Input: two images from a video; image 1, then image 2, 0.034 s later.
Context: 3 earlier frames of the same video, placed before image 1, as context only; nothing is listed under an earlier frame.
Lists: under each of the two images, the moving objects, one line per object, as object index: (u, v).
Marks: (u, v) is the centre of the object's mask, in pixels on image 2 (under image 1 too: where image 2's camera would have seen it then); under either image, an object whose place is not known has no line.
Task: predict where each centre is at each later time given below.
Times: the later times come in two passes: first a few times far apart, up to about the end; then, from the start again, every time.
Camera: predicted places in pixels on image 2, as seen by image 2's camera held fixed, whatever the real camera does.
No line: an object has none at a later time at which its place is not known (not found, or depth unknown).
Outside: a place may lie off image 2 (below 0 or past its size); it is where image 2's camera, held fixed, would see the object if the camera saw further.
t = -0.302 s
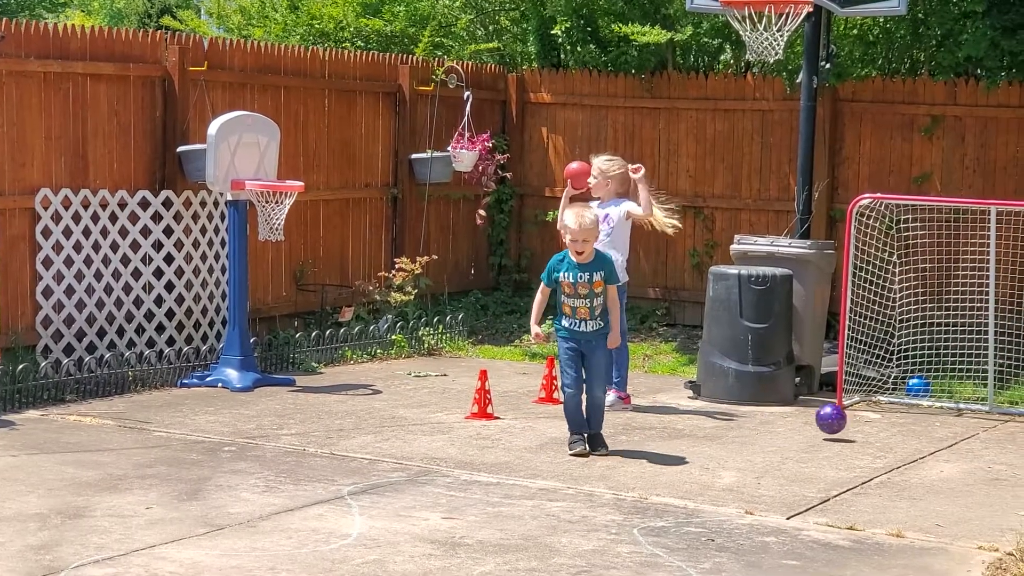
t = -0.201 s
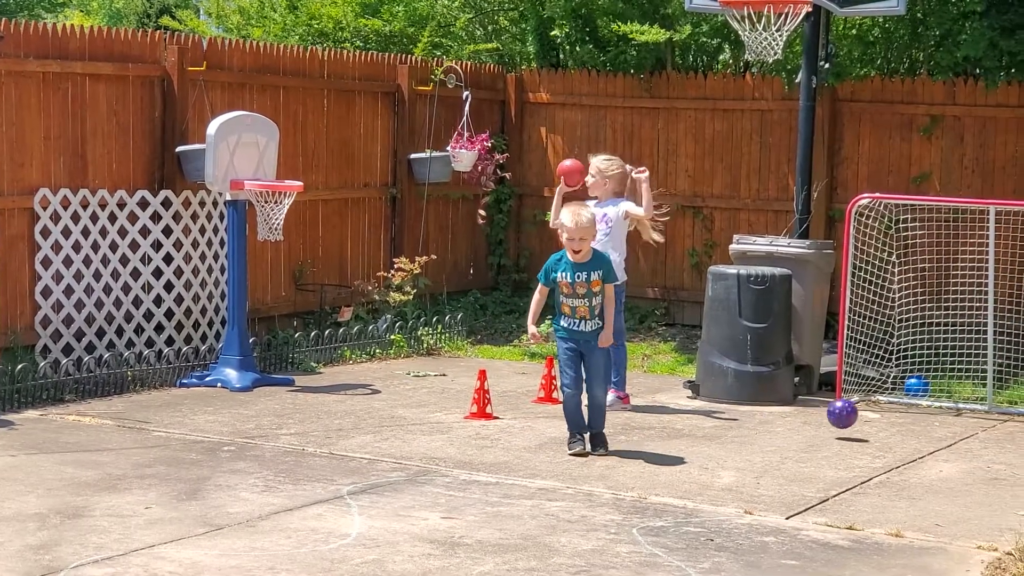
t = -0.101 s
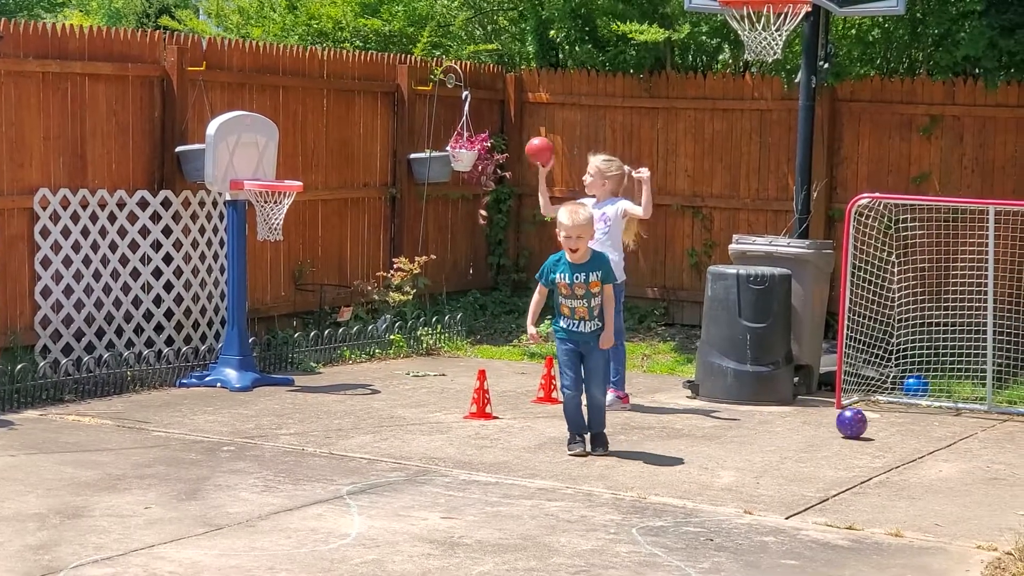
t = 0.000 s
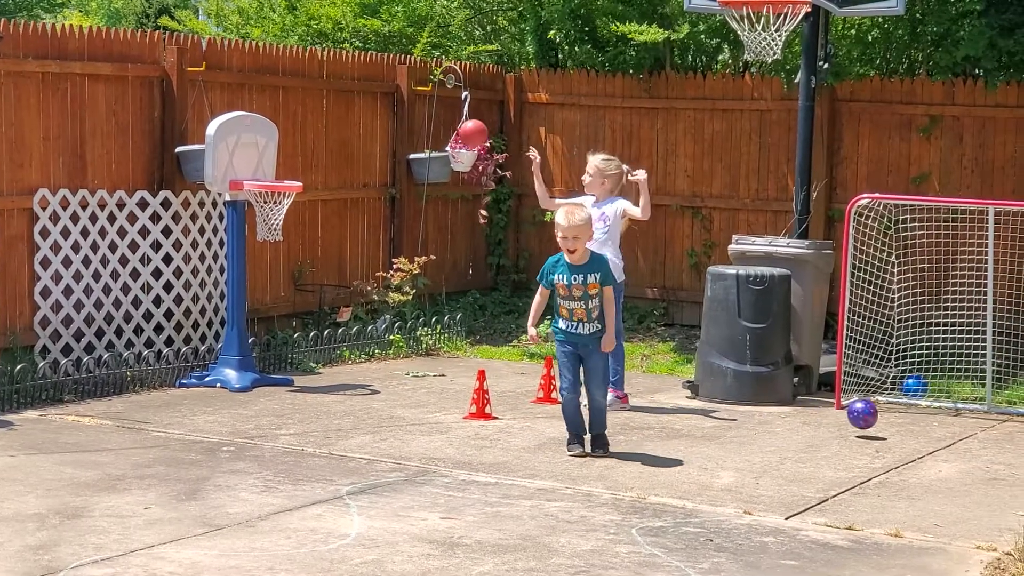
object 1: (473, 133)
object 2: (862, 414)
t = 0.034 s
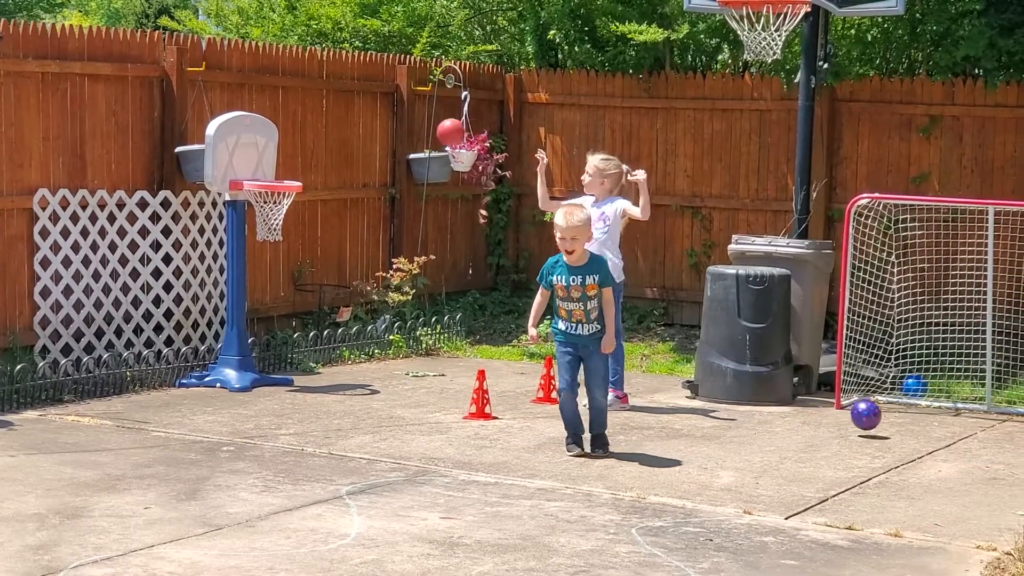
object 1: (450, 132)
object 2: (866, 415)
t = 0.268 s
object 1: (309, 181)
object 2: (892, 416)
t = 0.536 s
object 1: (383, 222)
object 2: (910, 411)
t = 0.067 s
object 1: (429, 134)
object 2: (869, 418)
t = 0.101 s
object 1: (407, 138)
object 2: (873, 420)
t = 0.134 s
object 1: (386, 143)
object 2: (877, 416)
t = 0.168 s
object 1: (365, 150)
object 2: (881, 414)
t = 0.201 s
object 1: (344, 159)
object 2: (885, 415)
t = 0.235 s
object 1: (324, 170)
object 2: (889, 419)
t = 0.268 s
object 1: (309, 181)
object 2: (892, 416)
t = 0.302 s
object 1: (318, 180)
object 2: (895, 413)
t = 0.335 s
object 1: (328, 179)
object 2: (897, 411)
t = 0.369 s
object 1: (338, 182)
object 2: (899, 412)
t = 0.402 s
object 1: (347, 186)
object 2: (901, 415)
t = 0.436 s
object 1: (356, 192)
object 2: (904, 415)
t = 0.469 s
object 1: (365, 199)
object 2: (906, 412)
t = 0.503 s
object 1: (374, 210)
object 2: (908, 410)
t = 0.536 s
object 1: (383, 222)
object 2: (910, 411)
